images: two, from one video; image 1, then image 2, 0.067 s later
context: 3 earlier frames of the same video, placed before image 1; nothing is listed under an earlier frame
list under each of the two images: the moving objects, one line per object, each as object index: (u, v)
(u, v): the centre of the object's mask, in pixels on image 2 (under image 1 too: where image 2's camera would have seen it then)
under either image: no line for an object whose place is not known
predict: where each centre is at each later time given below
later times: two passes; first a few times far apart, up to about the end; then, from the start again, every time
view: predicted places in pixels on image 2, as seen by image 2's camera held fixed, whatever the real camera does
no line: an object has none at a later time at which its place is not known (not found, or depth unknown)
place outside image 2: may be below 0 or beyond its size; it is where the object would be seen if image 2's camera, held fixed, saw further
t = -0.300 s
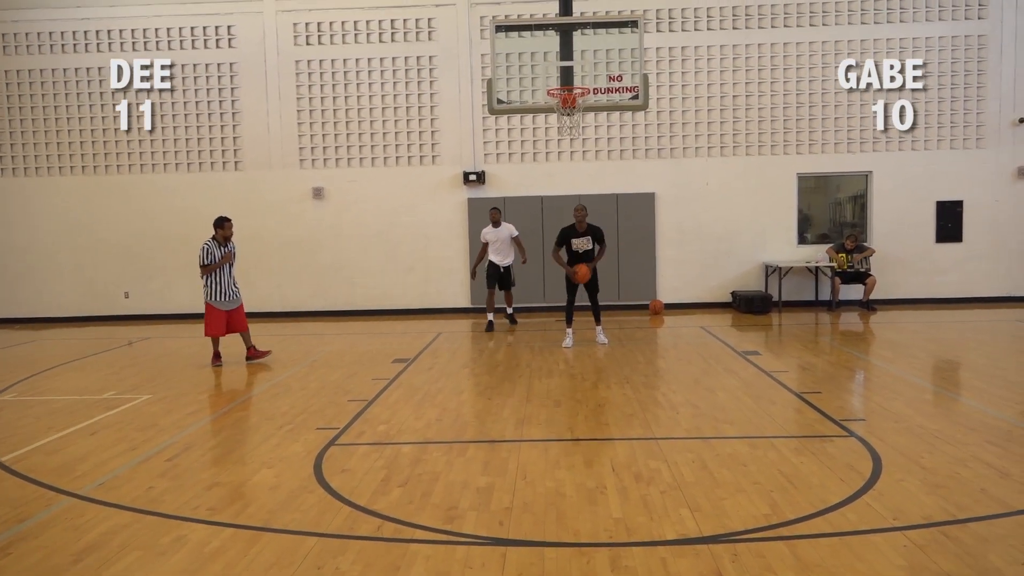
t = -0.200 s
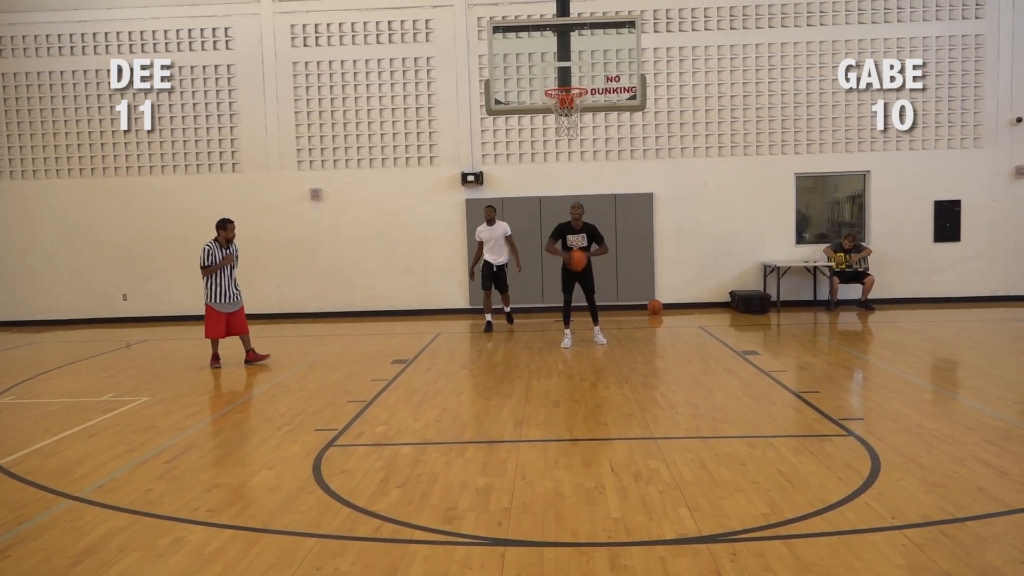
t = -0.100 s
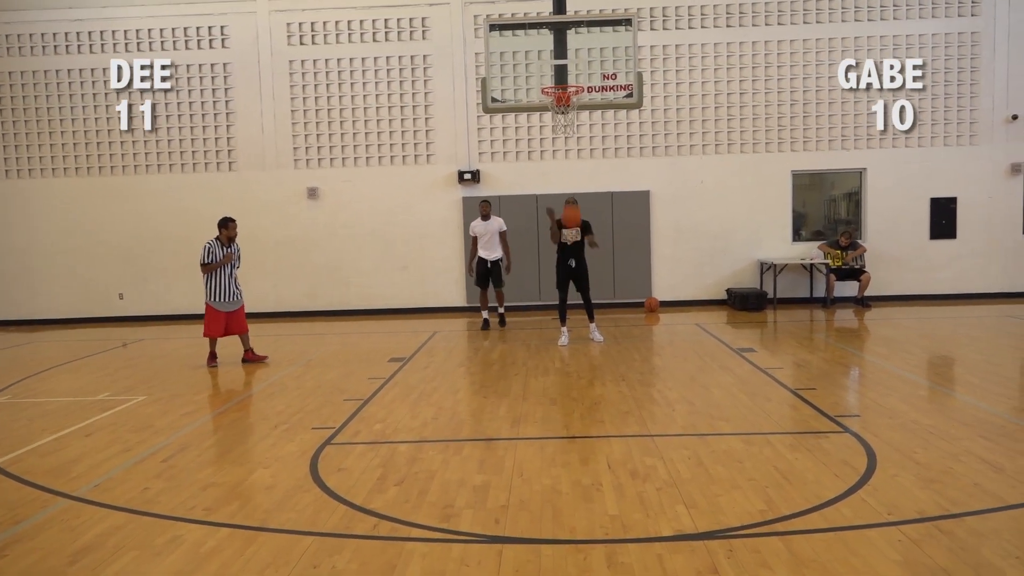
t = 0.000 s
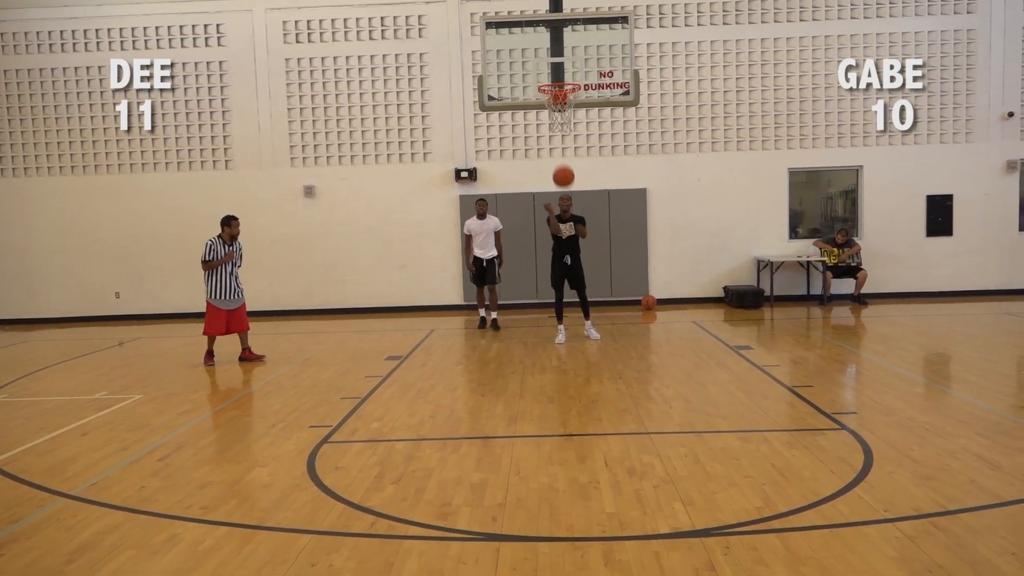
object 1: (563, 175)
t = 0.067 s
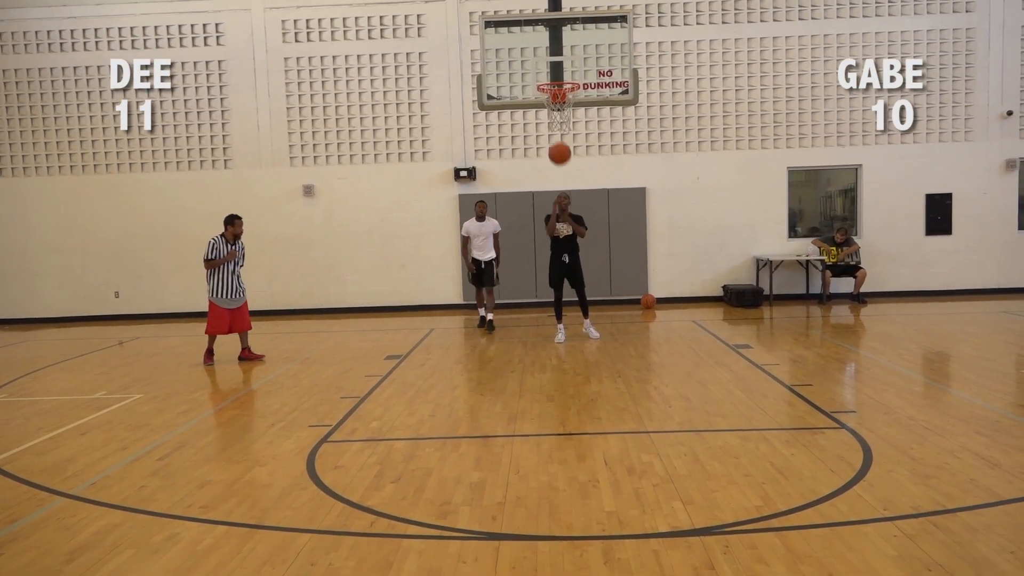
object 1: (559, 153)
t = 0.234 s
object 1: (551, 111)
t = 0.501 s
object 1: (539, 93)
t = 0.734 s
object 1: (526, 146)
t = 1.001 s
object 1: (512, 318)
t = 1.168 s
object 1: (501, 405)
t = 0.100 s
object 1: (558, 143)
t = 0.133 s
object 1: (556, 134)
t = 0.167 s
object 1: (555, 125)
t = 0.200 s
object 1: (553, 118)
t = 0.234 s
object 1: (551, 111)
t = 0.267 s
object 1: (550, 106)
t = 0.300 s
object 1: (548, 100)
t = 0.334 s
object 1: (546, 96)
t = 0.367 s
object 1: (545, 93)
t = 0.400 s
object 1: (544, 92)
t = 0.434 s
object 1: (542, 91)
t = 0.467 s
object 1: (540, 91)
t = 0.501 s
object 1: (539, 93)
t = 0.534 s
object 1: (537, 96)
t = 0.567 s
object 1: (535, 101)
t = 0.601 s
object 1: (533, 107)
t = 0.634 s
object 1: (532, 114)
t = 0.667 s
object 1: (530, 123)
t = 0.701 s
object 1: (528, 134)
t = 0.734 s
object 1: (526, 146)
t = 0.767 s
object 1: (524, 160)
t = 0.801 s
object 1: (522, 176)
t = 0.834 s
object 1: (520, 195)
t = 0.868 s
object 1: (518, 215)
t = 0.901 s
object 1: (516, 237)
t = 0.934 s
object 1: (514, 262)
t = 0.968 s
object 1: (512, 289)
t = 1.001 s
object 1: (512, 318)
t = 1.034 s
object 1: (509, 350)
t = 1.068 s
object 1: (506, 383)
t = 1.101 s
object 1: (504, 421)
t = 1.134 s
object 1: (503, 432)
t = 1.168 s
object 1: (501, 405)
